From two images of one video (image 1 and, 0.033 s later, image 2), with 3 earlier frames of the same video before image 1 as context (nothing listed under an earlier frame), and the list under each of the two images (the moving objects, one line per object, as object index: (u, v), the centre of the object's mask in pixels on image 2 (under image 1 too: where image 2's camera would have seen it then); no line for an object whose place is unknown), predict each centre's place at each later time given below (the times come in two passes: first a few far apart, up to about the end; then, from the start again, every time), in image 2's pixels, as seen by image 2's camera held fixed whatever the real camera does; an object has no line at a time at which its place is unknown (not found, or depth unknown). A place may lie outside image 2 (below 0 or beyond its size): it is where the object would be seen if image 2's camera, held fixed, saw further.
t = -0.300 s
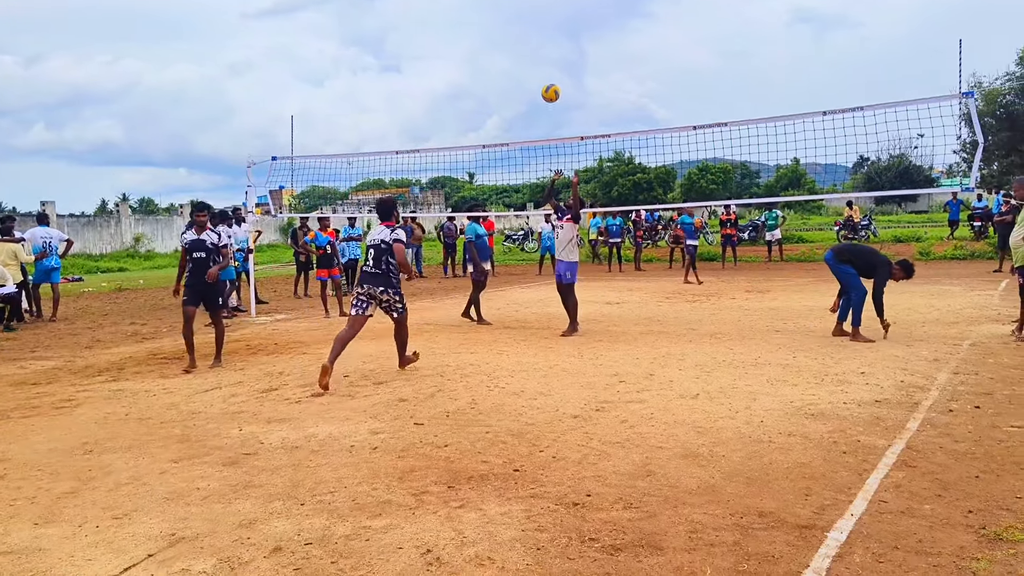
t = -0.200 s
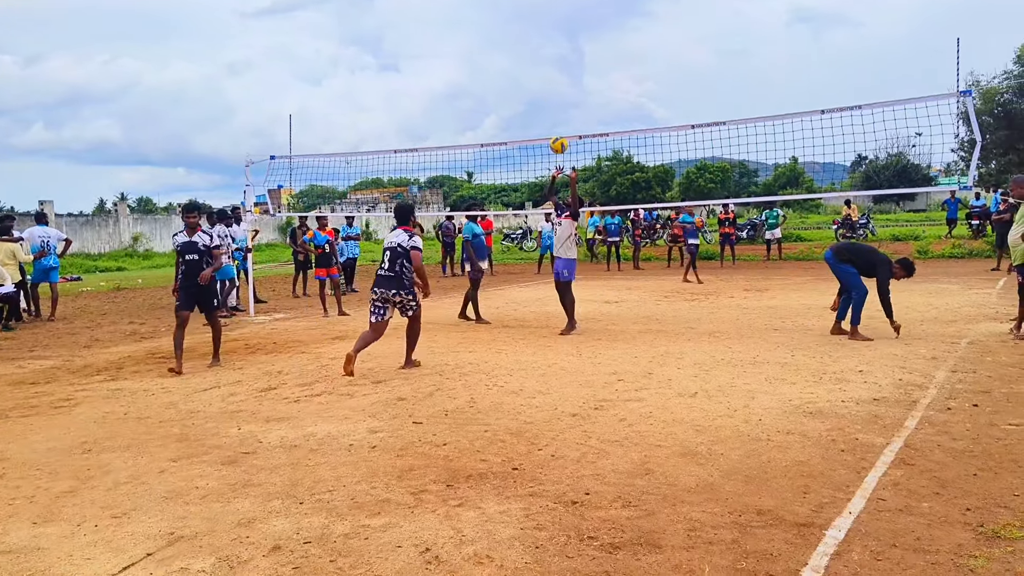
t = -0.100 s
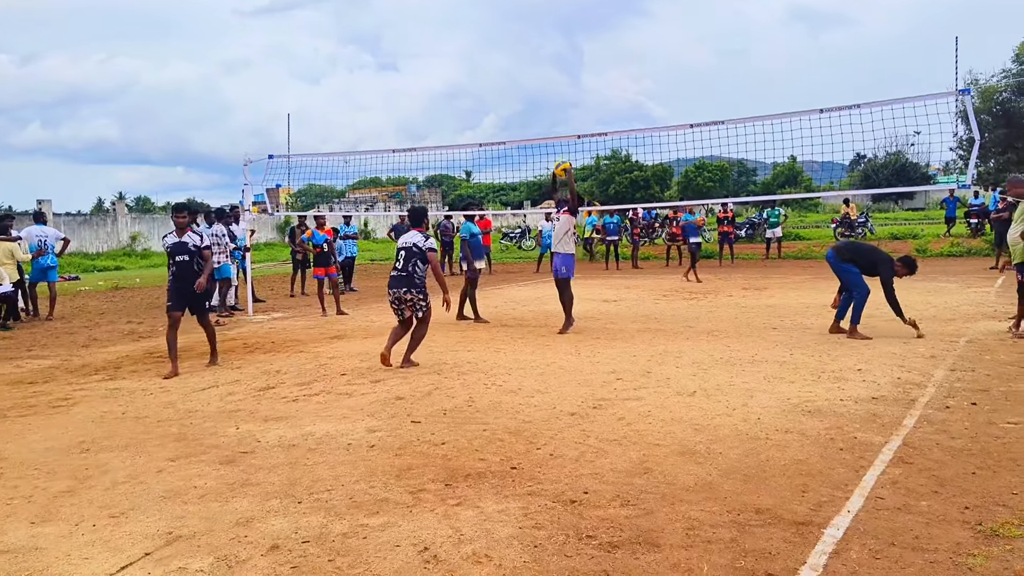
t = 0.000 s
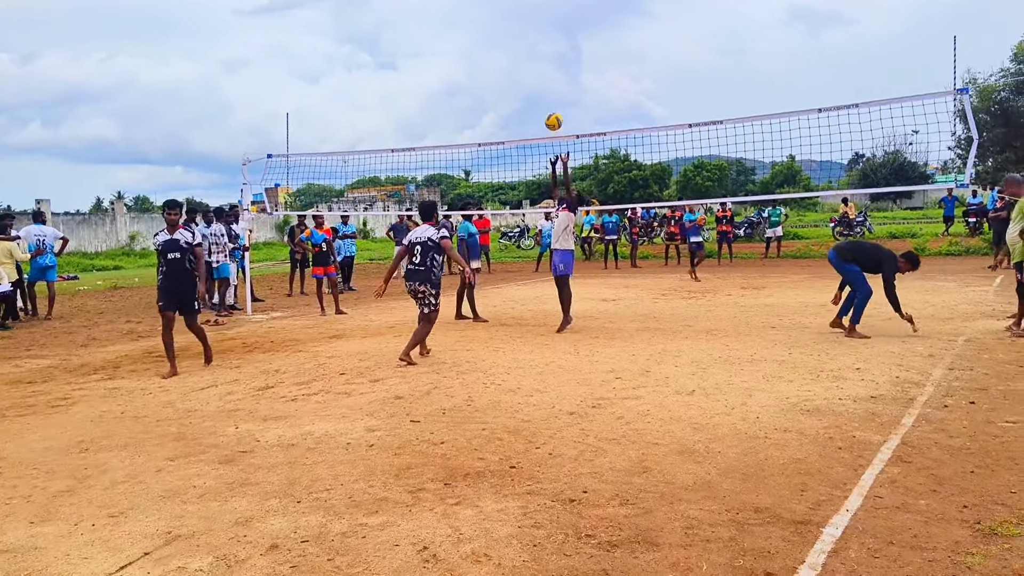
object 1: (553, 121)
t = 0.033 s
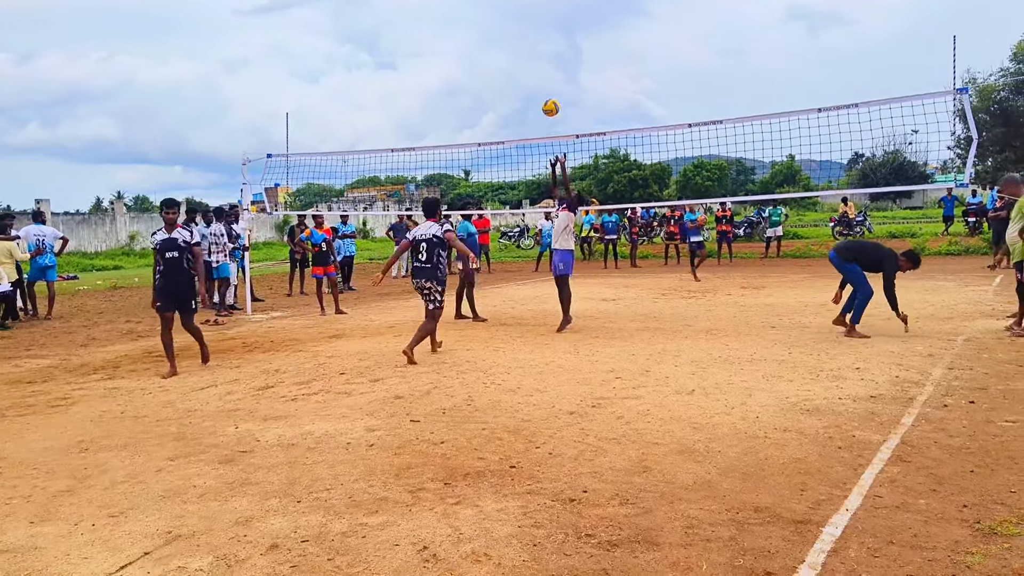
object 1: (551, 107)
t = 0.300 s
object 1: (530, 32)
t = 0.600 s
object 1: (509, 18)
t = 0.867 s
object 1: (493, 66)
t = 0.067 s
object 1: (548, 95)
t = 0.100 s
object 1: (545, 82)
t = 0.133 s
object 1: (543, 72)
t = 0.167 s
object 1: (540, 62)
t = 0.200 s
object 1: (537, 53)
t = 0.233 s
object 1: (535, 45)
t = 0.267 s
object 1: (532, 38)
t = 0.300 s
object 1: (530, 32)
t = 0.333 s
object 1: (528, 27)
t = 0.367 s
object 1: (525, 22)
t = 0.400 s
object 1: (523, 19)
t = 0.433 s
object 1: (520, 16)
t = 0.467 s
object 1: (518, 15)
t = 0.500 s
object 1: (516, 14)
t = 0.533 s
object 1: (513, 15)
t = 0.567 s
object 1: (511, 16)
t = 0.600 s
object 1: (509, 18)
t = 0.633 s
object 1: (507, 21)
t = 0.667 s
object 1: (505, 25)
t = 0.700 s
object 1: (503, 30)
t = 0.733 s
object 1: (501, 35)
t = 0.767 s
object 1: (499, 42)
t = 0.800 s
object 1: (497, 49)
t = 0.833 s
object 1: (495, 57)
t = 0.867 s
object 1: (493, 66)
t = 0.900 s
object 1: (491, 76)
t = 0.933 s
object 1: (489, 86)
